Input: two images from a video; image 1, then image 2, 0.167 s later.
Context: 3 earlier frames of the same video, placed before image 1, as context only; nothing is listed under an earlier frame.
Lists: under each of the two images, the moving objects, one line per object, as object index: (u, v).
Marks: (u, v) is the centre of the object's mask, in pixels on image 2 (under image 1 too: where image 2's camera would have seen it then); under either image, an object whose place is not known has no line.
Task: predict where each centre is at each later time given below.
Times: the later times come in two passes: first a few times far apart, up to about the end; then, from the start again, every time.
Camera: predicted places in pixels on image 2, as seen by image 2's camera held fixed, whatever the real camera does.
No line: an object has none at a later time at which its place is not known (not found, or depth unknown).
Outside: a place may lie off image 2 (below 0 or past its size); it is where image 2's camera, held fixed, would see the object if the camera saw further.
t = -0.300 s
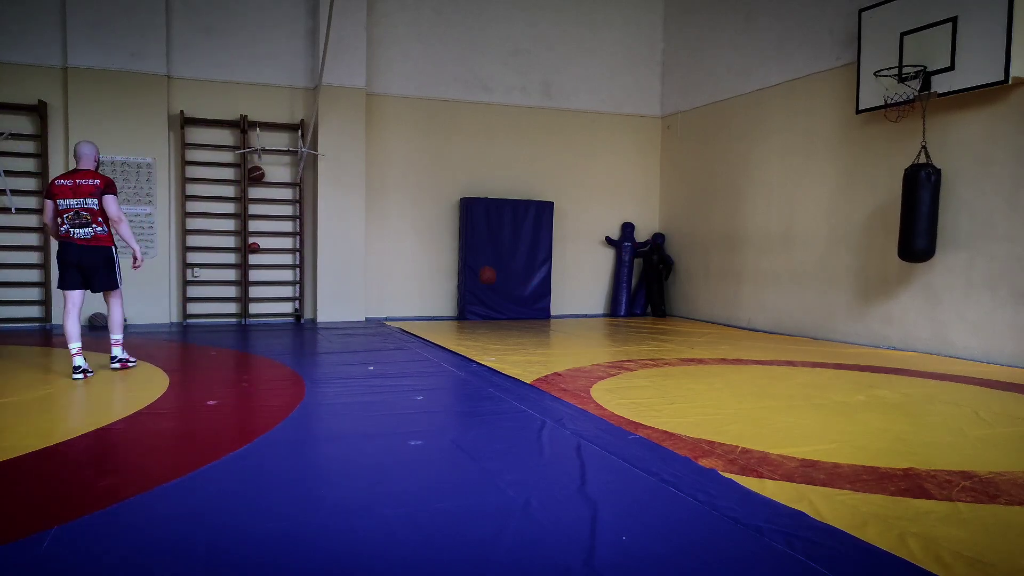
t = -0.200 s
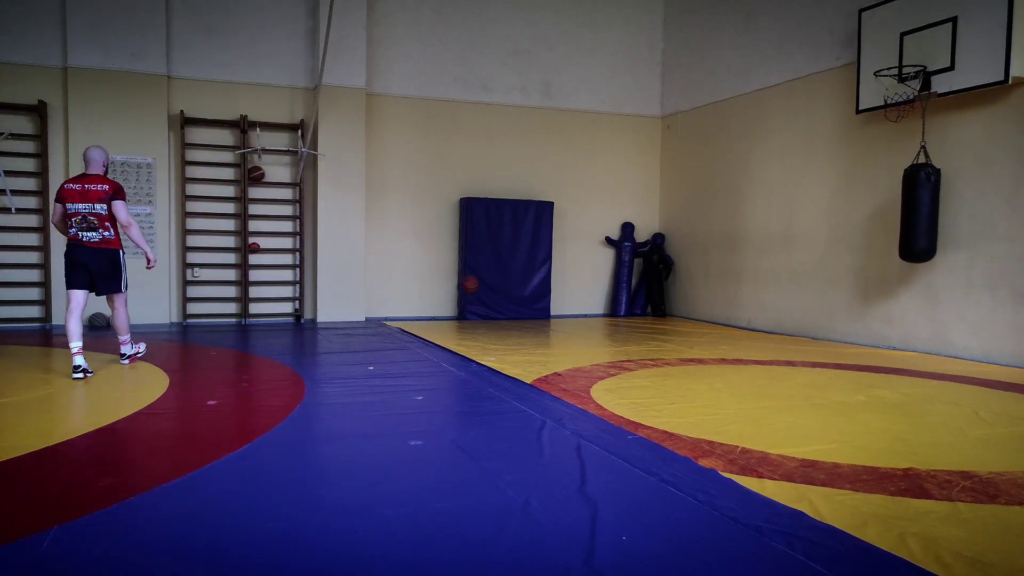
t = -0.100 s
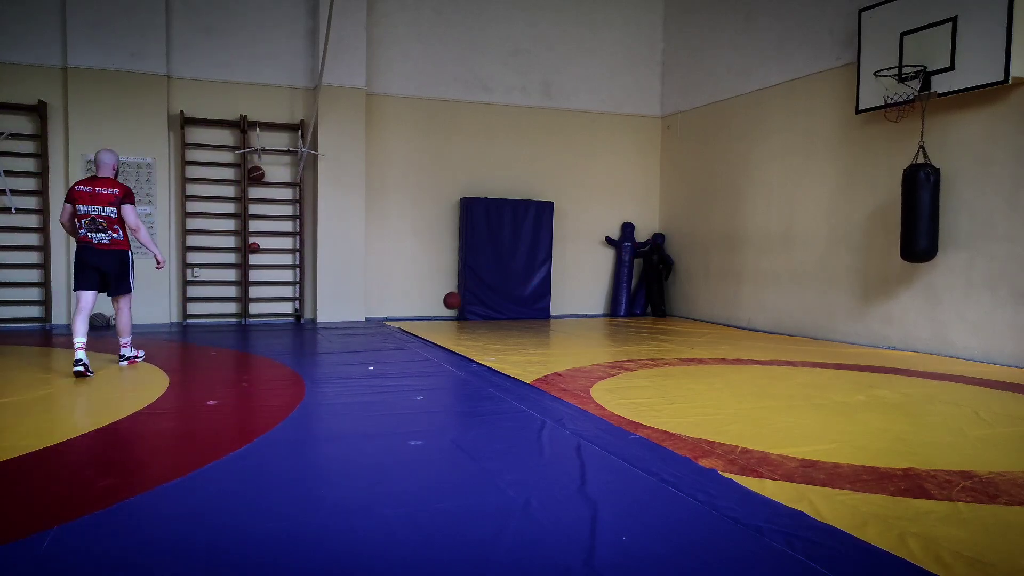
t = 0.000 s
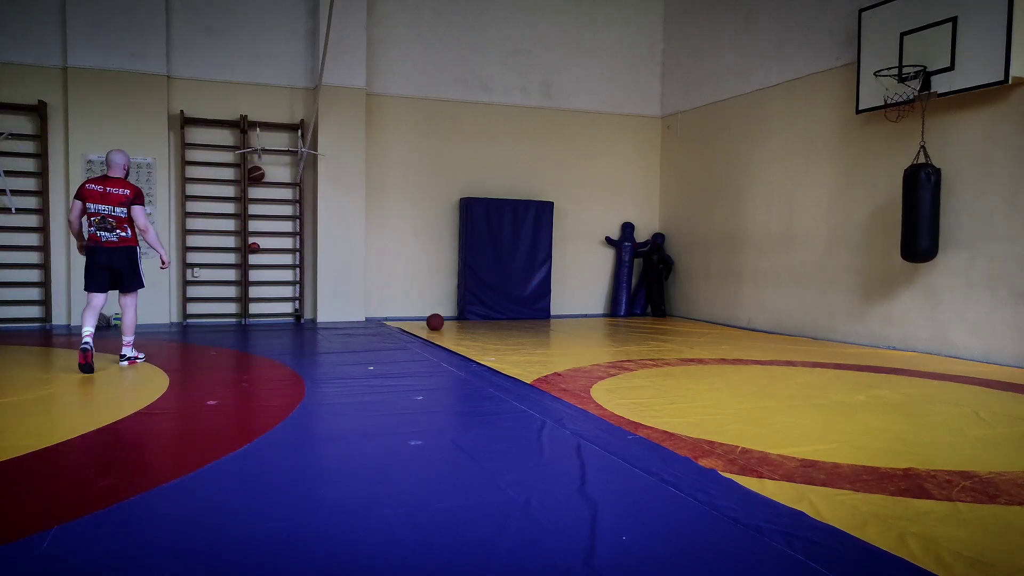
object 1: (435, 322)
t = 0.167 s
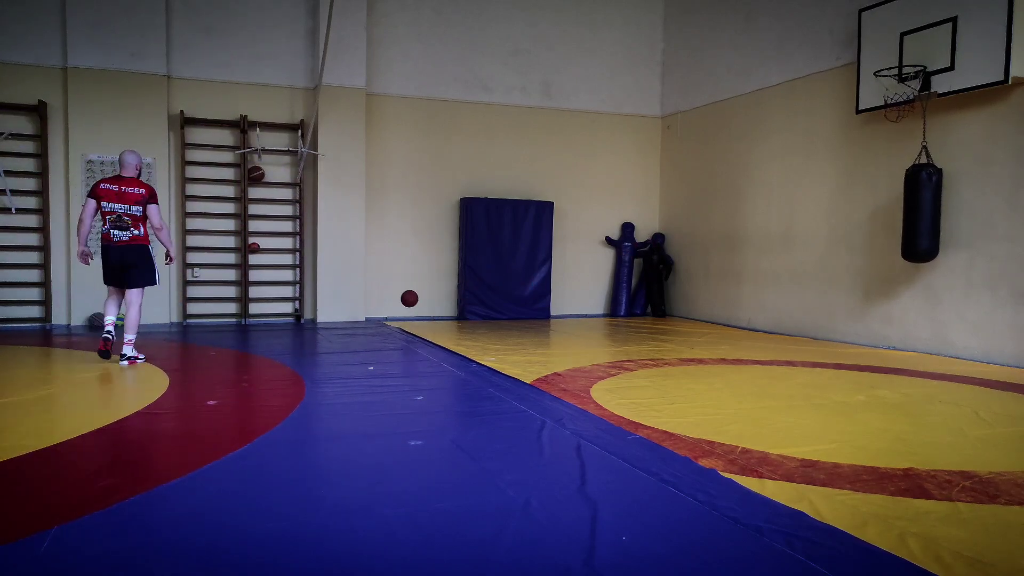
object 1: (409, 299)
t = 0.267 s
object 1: (394, 294)
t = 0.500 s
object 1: (360, 310)
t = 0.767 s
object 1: (322, 311)
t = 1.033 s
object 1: (289, 312)
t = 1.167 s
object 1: (276, 317)
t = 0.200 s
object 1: (404, 296)
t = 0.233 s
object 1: (399, 295)
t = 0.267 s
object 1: (394, 294)
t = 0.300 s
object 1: (389, 294)
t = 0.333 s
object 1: (384, 295)
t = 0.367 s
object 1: (379, 296)
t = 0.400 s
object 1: (374, 299)
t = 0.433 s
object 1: (369, 302)
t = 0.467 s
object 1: (365, 306)
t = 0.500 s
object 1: (360, 310)
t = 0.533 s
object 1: (355, 316)
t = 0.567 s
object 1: (350, 317)
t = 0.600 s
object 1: (345, 314)
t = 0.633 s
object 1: (341, 312)
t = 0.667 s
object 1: (336, 311)
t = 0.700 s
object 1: (332, 310)
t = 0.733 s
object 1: (327, 310)
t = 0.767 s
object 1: (322, 311)
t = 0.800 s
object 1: (318, 313)
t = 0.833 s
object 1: (314, 315)
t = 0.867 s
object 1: (310, 316)
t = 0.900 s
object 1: (306, 314)
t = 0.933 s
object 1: (301, 313)
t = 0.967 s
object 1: (297, 312)
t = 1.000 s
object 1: (293, 312)
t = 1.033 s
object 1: (289, 312)
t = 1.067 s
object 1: (284, 314)
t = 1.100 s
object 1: (281, 316)
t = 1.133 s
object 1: (278, 317)
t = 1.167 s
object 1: (276, 317)
